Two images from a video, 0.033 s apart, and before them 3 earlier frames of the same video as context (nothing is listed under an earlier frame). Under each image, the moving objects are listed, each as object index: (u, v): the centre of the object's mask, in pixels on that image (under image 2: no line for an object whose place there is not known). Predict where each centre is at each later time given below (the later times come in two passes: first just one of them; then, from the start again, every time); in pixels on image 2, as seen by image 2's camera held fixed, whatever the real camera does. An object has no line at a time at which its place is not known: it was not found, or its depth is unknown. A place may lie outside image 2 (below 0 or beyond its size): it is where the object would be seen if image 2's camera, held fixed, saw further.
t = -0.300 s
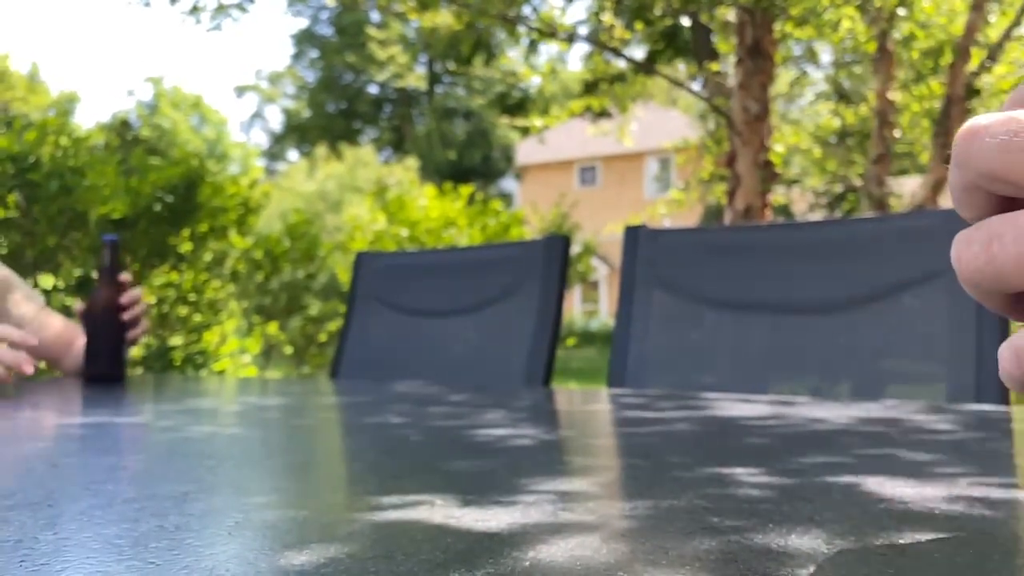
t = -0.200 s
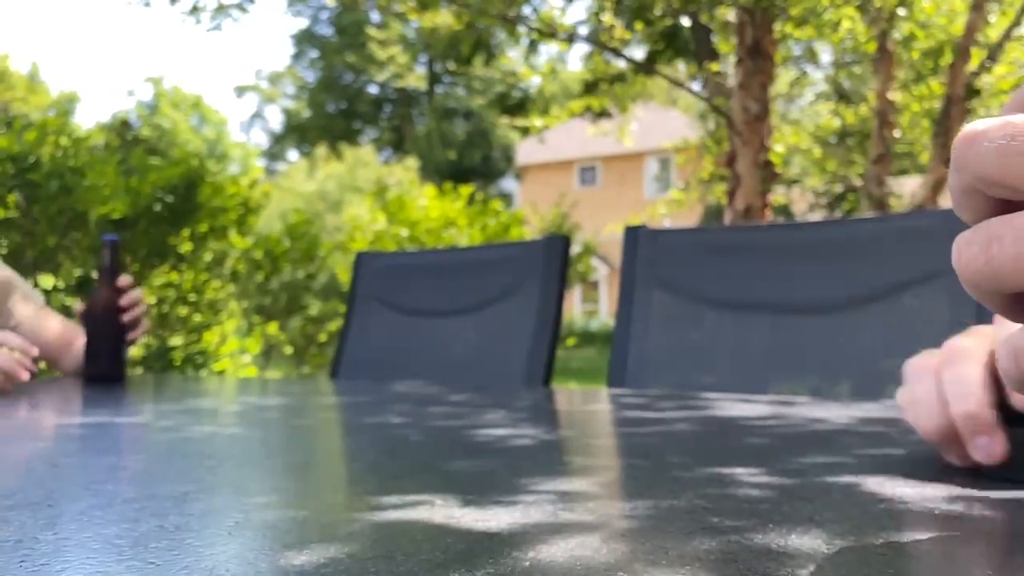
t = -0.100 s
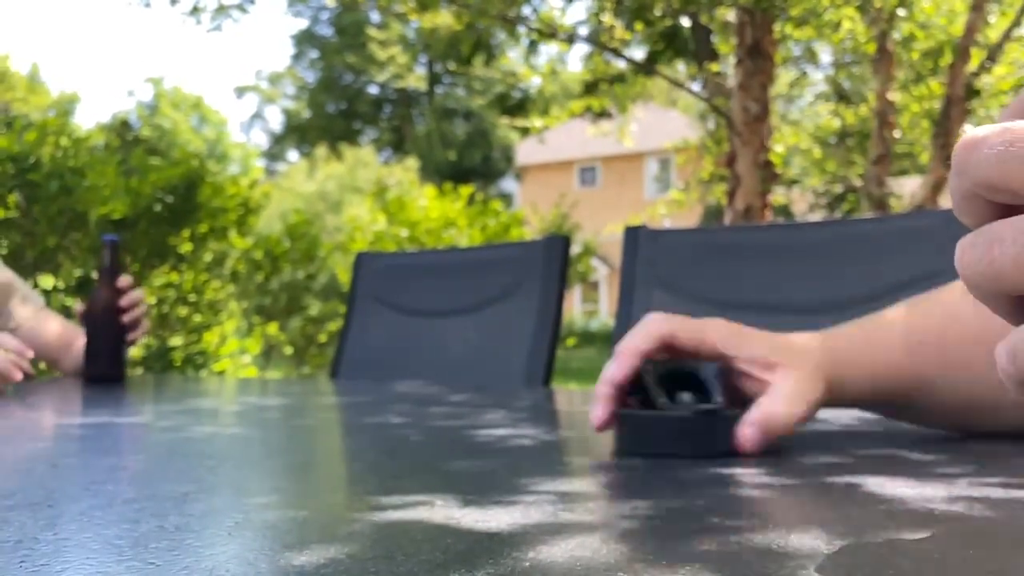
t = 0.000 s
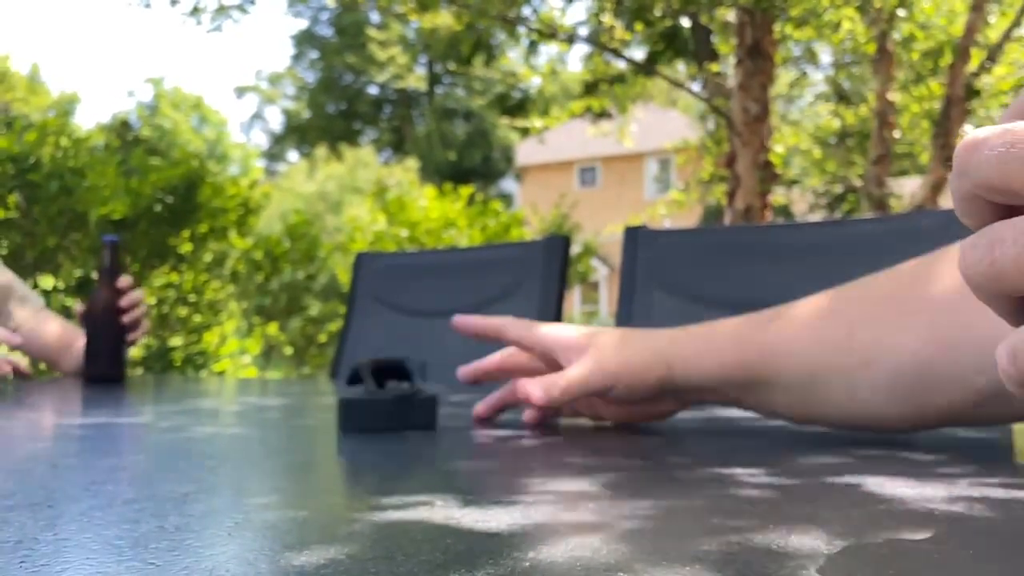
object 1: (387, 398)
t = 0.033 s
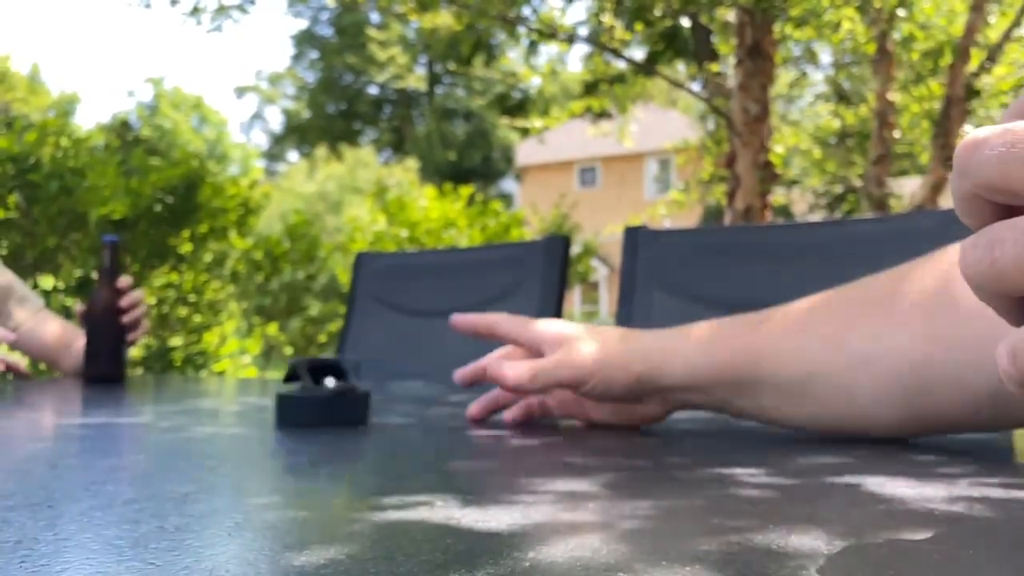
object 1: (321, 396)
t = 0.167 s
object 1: (152, 385)
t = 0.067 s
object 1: (269, 391)
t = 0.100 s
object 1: (223, 390)
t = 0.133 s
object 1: (185, 388)
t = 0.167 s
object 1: (152, 385)
